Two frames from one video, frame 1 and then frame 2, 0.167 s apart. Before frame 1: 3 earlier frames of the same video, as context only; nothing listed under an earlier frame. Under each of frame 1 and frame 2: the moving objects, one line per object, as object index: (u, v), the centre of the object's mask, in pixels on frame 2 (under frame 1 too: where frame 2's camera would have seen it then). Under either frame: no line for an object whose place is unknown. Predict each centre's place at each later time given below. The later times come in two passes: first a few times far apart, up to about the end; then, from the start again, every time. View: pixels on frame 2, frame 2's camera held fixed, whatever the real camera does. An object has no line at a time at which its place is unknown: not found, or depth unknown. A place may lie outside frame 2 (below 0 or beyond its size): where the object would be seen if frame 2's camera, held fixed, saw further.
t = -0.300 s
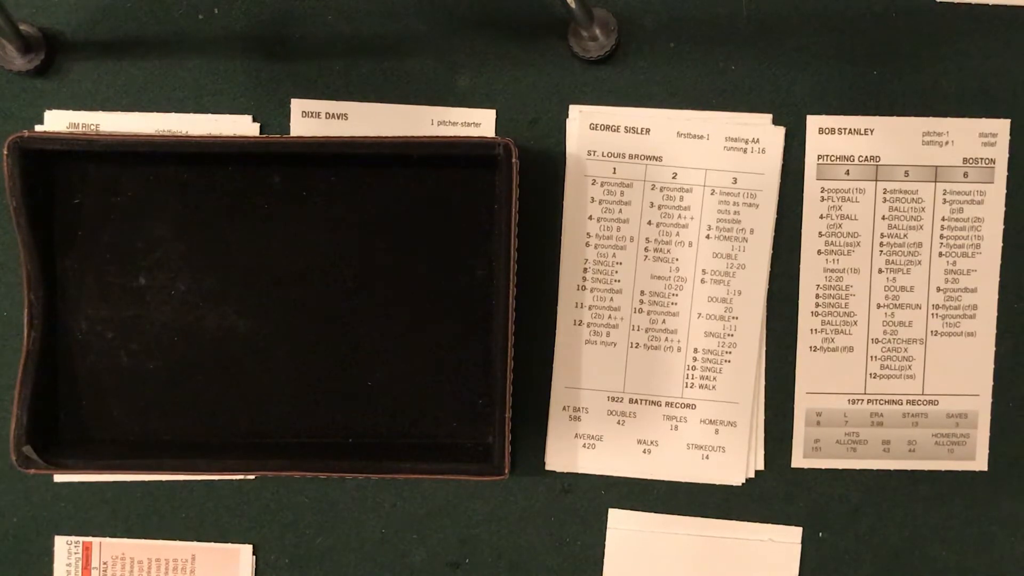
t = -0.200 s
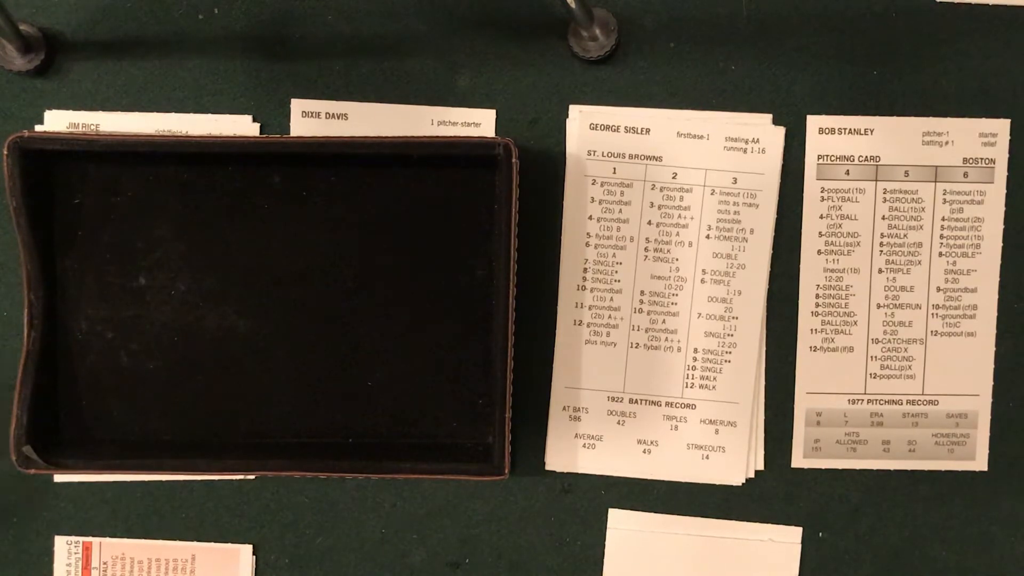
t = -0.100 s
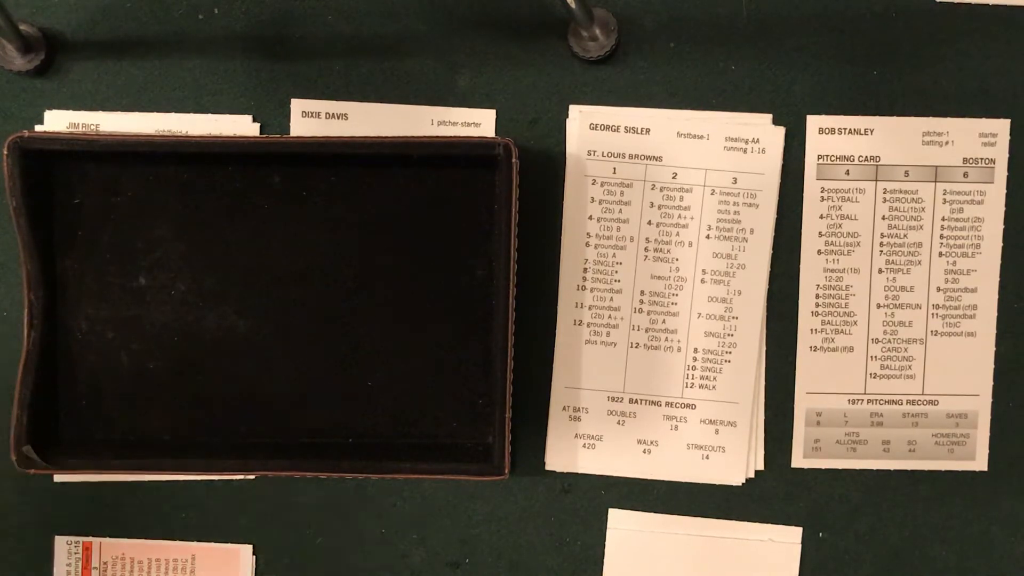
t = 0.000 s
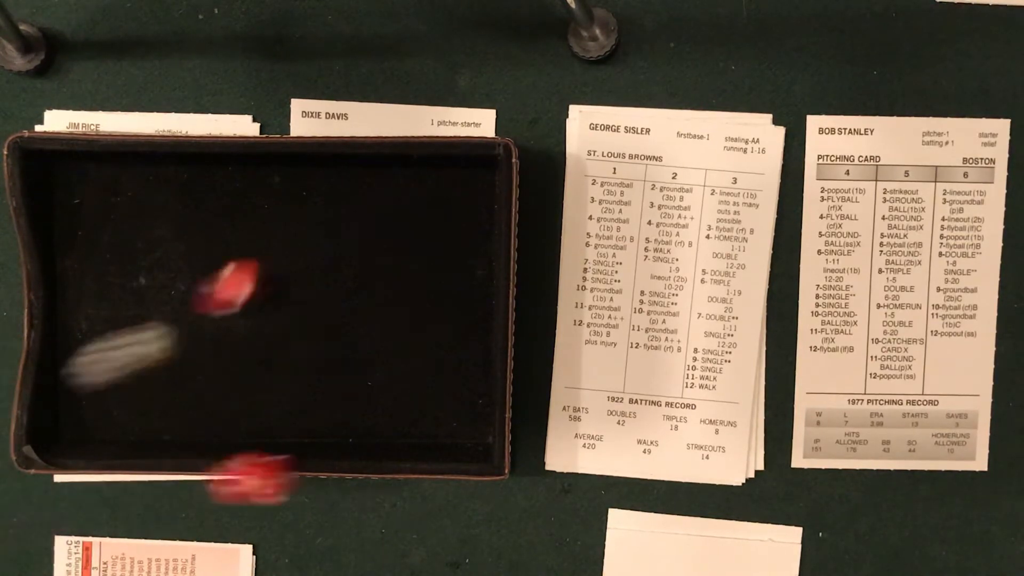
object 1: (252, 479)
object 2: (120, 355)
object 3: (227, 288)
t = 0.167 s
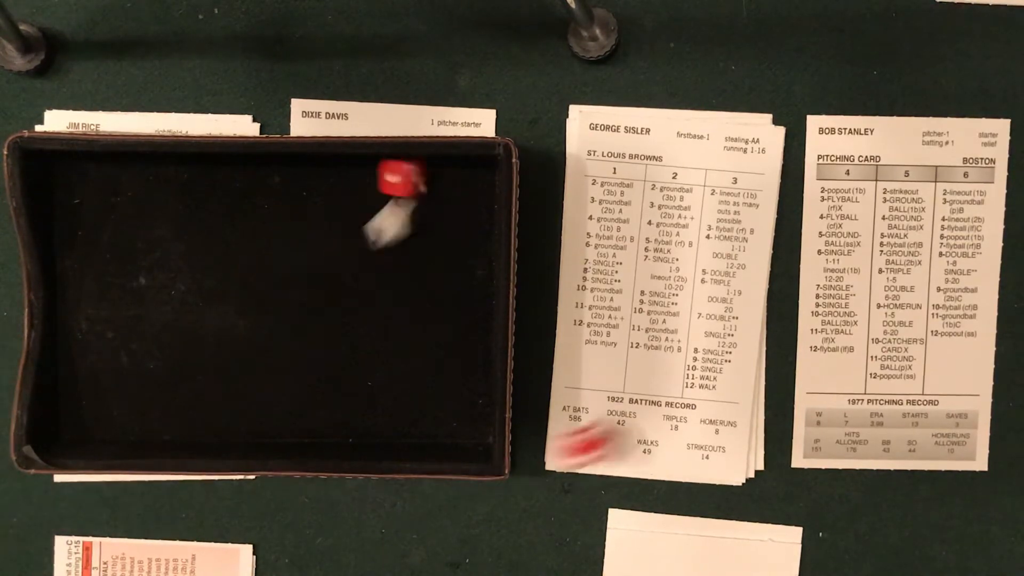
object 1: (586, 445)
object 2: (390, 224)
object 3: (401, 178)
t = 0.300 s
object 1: (746, 391)
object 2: (462, 229)
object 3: (429, 175)
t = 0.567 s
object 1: (803, 376)
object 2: (462, 240)
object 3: (429, 175)
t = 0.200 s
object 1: (636, 427)
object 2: (419, 216)
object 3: (417, 175)
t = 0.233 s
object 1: (679, 416)
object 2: (440, 217)
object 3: (428, 176)
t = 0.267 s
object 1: (716, 402)
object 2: (451, 220)
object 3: (429, 175)
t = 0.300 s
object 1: (746, 391)
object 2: (462, 229)
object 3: (429, 175)
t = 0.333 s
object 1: (771, 383)
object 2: (465, 235)
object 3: (429, 175)
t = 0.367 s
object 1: (787, 379)
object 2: (463, 240)
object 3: (429, 175)
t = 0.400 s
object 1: (796, 376)
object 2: (462, 240)
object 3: (429, 175)
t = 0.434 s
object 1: (800, 376)
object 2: (463, 240)
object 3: (429, 175)
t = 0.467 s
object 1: (803, 376)
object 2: (463, 240)
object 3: (429, 175)
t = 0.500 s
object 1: (802, 376)
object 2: (463, 240)
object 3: (429, 175)
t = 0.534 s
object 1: (803, 376)
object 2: (463, 240)
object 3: (429, 175)
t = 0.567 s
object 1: (803, 376)
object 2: (462, 240)
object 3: (429, 175)
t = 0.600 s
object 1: (803, 376)
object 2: (463, 240)
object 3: (429, 175)
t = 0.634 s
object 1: (803, 376)
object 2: (462, 240)
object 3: (429, 175)
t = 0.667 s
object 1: (803, 376)
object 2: (462, 240)
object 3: (429, 175)
